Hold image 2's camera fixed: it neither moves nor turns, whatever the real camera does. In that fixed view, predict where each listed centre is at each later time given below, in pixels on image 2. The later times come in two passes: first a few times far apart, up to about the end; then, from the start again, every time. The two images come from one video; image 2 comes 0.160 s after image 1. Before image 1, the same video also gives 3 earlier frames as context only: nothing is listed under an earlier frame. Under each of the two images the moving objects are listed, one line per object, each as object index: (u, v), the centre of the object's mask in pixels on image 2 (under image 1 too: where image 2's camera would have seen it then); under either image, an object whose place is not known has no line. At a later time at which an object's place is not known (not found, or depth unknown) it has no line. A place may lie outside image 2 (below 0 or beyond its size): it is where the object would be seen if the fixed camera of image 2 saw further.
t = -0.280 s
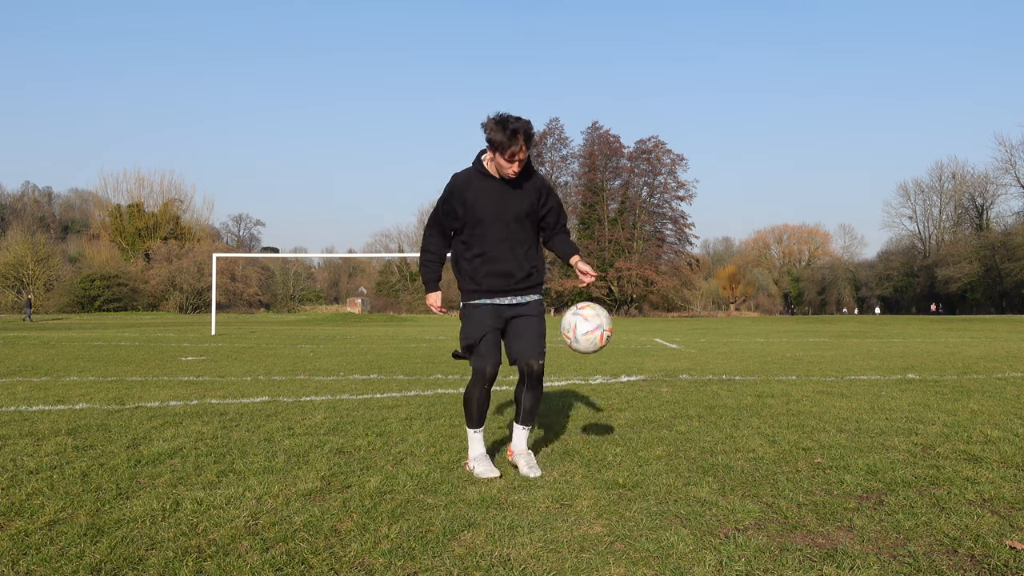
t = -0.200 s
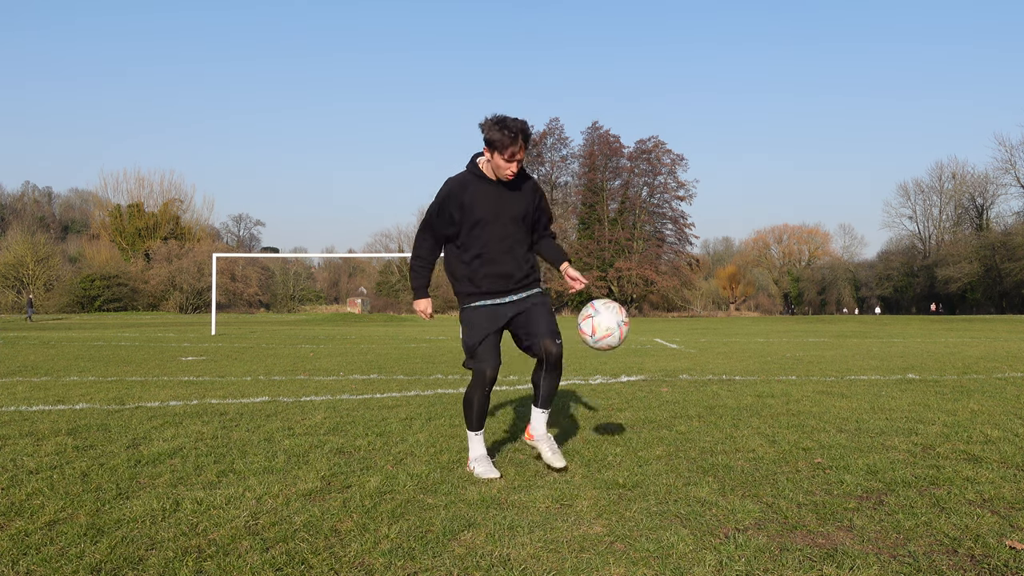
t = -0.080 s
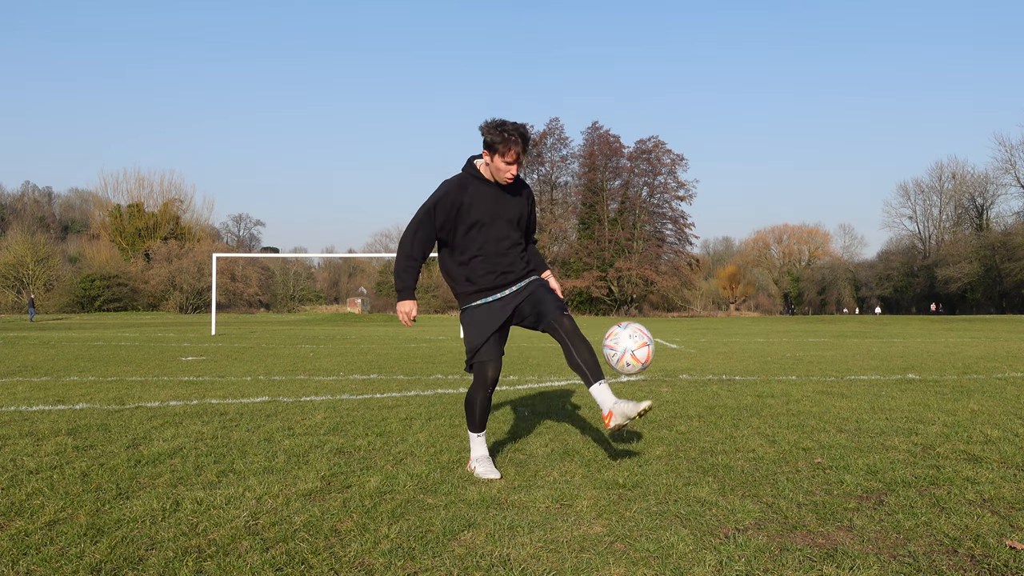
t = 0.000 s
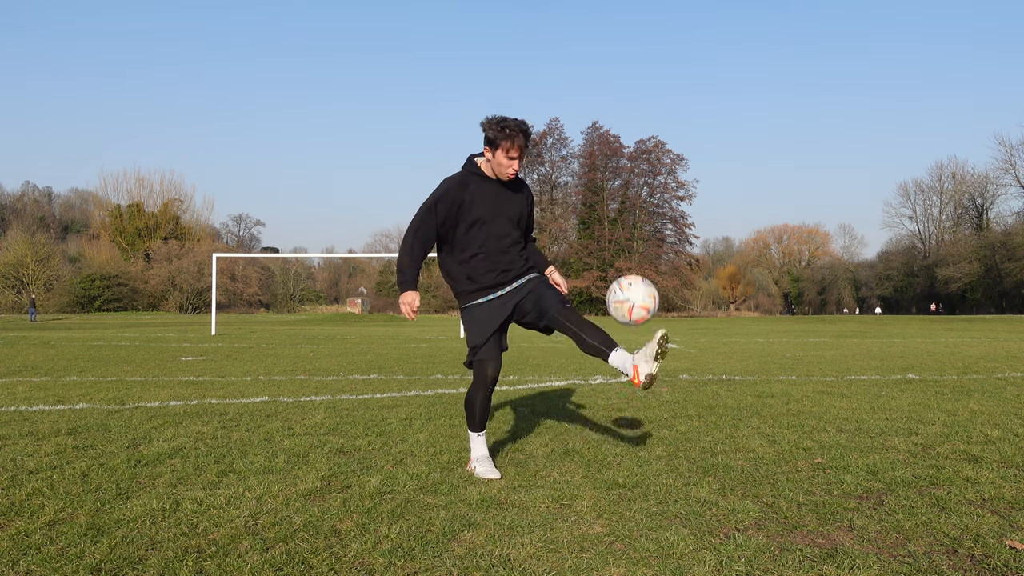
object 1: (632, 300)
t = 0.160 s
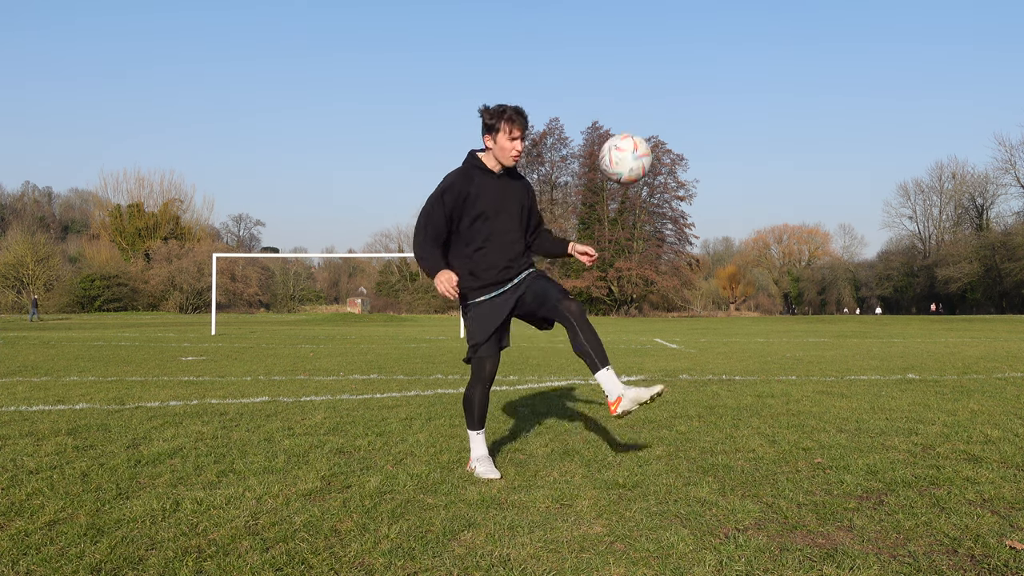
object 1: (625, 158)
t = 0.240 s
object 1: (621, 110)
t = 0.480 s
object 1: (609, 50)
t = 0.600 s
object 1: (602, 68)
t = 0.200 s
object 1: (623, 132)
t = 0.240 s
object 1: (621, 110)
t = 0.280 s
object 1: (619, 91)
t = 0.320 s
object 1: (618, 76)
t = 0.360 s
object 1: (615, 64)
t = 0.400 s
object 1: (613, 55)
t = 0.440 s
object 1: (611, 50)
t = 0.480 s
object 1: (609, 50)
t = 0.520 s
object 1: (607, 52)
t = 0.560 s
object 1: (604, 59)
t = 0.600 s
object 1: (602, 68)
